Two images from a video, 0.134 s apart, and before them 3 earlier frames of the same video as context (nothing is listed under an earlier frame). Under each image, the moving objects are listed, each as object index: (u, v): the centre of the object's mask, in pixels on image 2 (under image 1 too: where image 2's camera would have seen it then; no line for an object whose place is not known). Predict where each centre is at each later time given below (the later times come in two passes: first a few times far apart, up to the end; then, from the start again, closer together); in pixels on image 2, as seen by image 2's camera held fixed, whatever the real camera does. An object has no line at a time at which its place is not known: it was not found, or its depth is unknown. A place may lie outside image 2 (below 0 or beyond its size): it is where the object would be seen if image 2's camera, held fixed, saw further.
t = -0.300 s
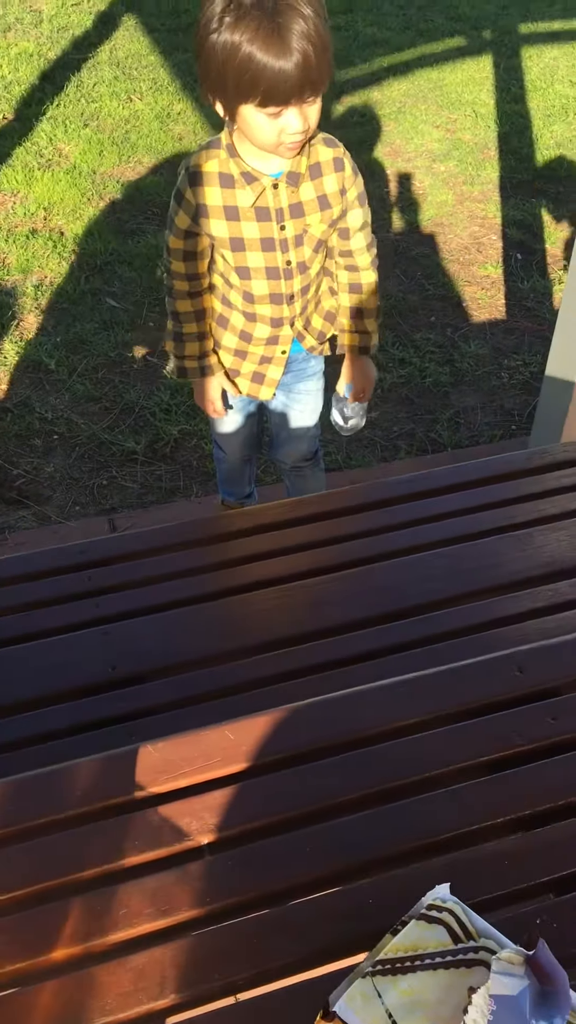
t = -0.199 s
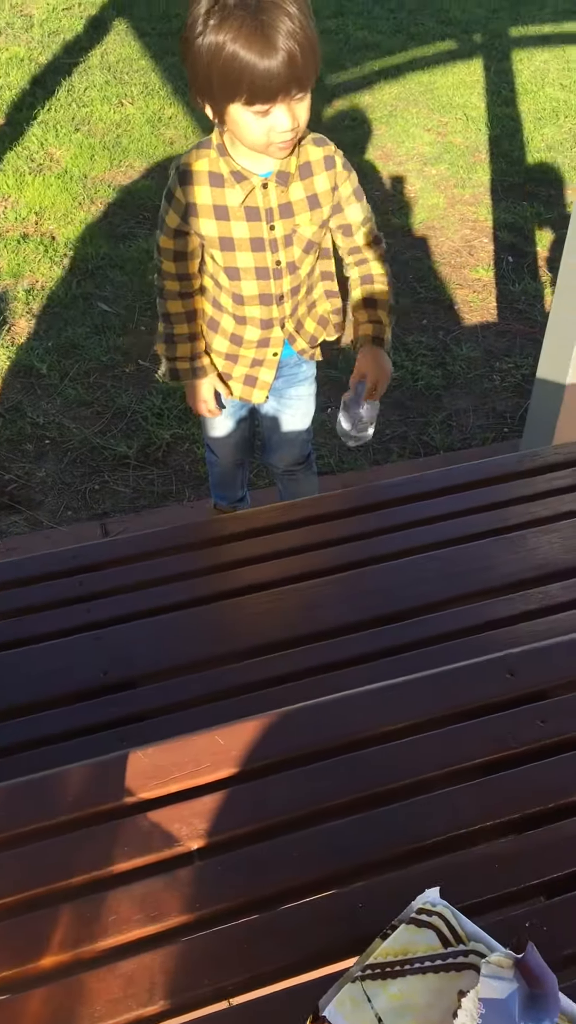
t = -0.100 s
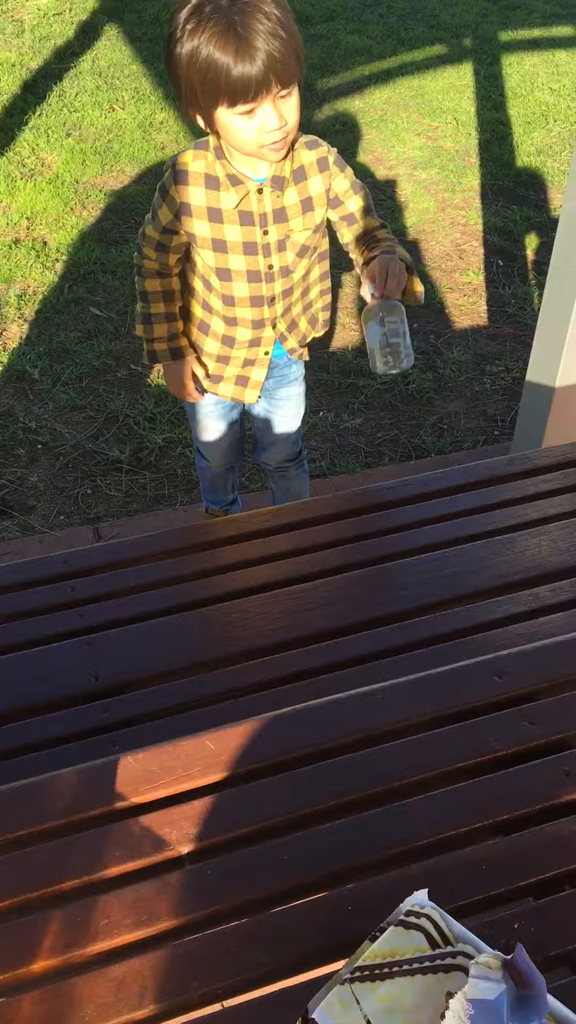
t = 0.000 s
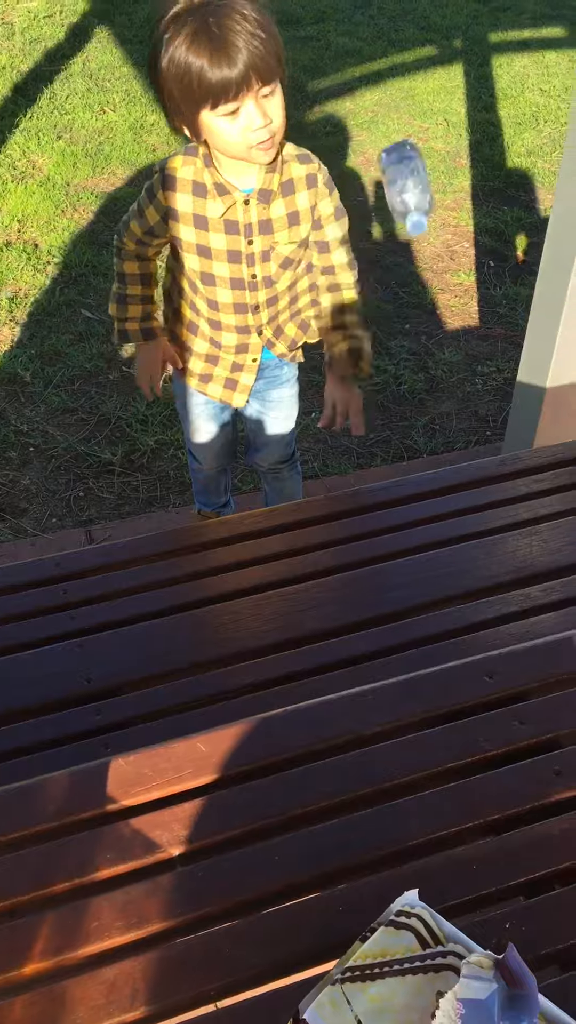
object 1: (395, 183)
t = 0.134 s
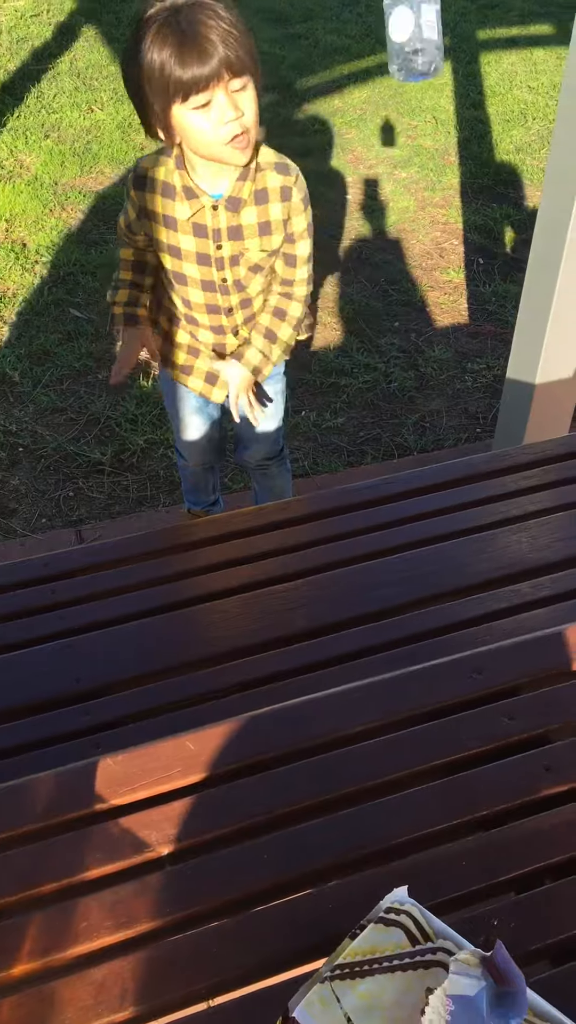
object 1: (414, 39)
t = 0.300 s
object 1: (418, 51)
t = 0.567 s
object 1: (396, 420)
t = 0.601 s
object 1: (389, 461)
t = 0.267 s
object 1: (417, 37)
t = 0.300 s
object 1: (418, 51)
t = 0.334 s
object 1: (418, 70)
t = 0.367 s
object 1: (416, 108)
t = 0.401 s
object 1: (413, 152)
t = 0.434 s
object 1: (410, 201)
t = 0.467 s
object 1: (406, 253)
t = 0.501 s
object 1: (403, 307)
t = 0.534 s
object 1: (400, 362)
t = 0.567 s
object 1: (396, 420)
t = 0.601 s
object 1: (389, 461)
